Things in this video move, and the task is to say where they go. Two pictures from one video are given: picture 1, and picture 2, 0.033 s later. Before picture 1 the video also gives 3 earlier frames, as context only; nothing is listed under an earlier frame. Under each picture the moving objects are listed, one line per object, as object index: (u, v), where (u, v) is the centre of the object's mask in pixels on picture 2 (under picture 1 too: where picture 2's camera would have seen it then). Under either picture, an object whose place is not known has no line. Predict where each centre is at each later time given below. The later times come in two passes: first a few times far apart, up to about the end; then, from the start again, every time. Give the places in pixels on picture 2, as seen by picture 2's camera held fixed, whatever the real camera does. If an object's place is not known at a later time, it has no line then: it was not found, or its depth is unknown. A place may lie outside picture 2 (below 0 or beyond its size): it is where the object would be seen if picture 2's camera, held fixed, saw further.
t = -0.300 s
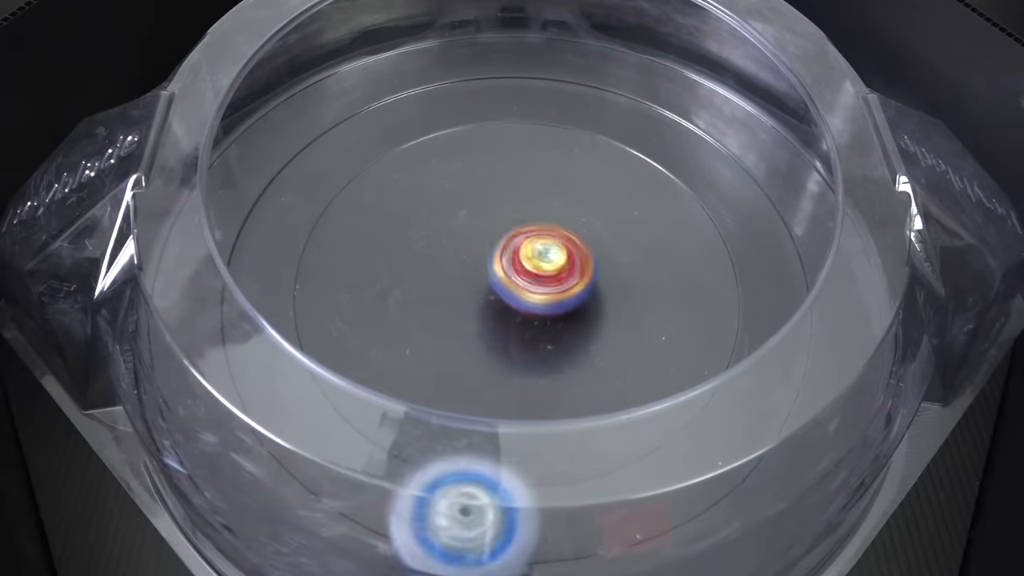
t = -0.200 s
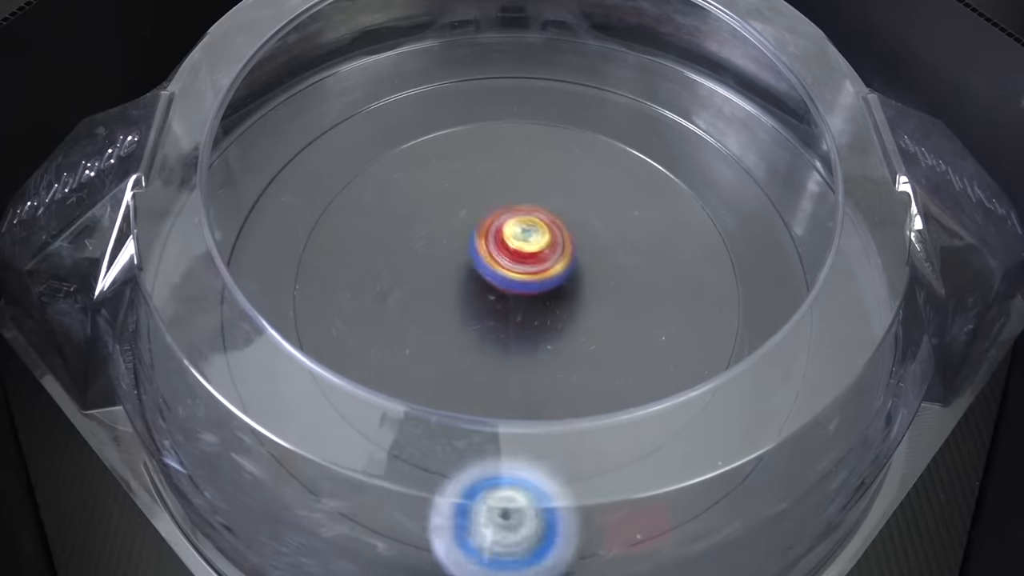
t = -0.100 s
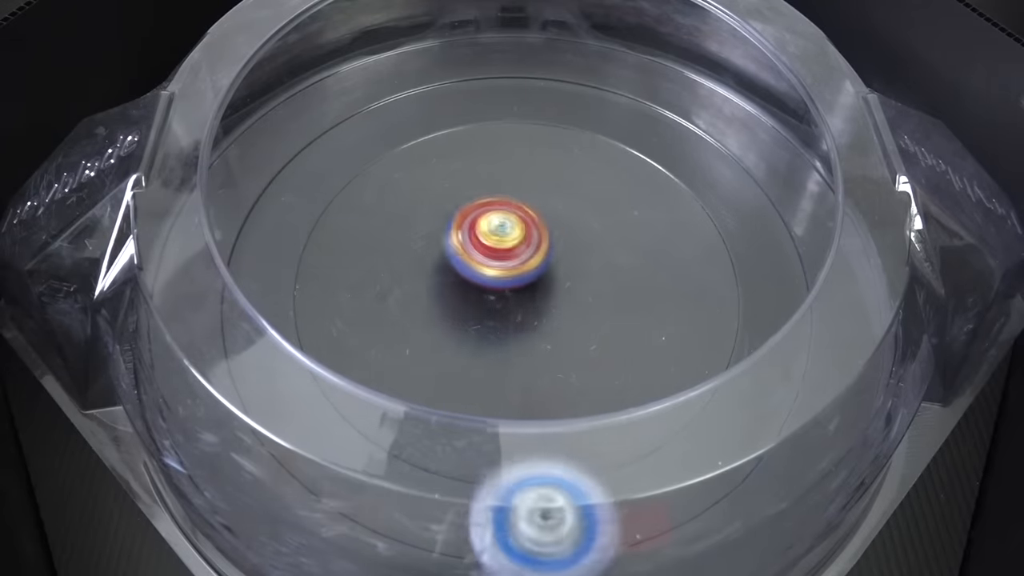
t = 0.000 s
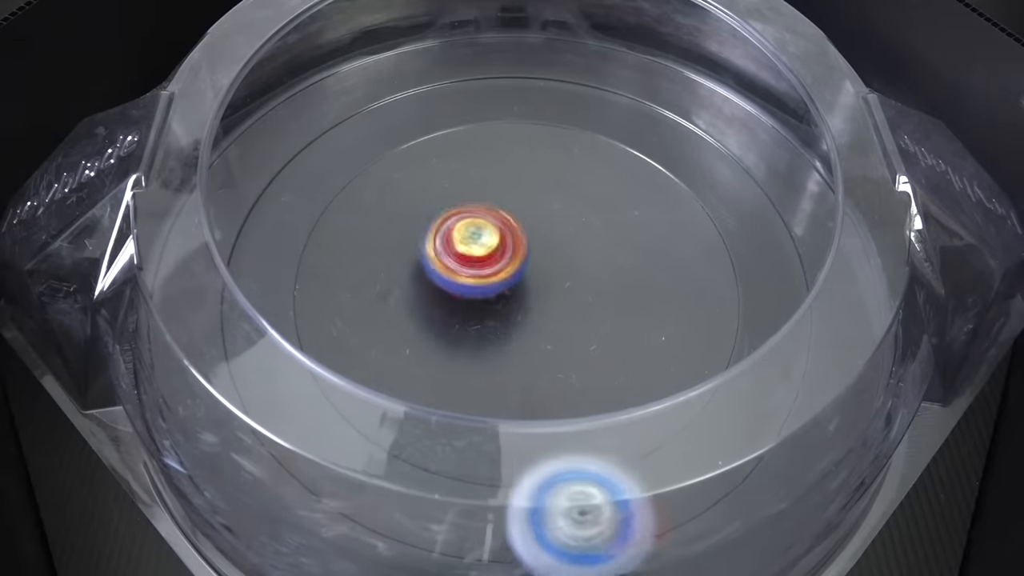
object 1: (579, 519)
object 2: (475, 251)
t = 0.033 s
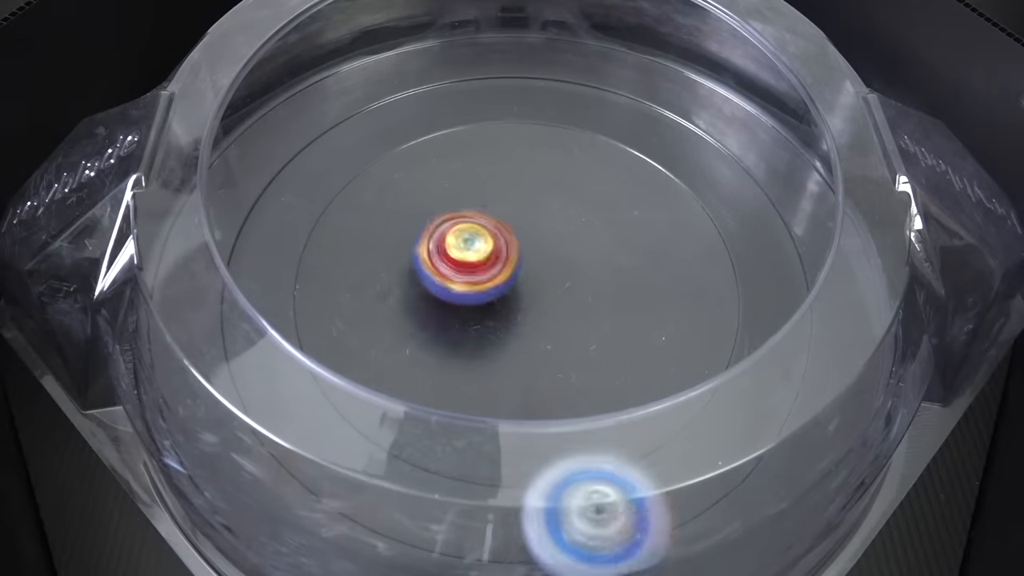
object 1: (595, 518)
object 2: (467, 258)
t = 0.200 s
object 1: (657, 502)
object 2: (490, 302)
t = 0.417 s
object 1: (714, 464)
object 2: (567, 282)
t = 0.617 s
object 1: (758, 425)
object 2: (545, 245)
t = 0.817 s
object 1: (795, 387)
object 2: (486, 276)
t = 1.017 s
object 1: (799, 340)
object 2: (521, 331)
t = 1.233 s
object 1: (803, 293)
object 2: (578, 308)
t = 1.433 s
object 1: (786, 269)
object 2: (538, 260)
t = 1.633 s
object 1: (738, 273)
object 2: (468, 285)
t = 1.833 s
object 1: (604, 347)
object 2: (483, 326)
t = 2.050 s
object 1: (590, 362)
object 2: (332, 307)
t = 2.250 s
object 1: (458, 322)
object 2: (330, 326)
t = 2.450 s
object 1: (501, 224)
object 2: (328, 331)
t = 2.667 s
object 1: (602, 234)
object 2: (450, 309)
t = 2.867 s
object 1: (618, 327)
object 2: (523, 246)
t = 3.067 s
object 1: (522, 373)
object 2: (542, 232)
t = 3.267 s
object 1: (439, 303)
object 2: (564, 265)
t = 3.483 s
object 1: (496, 216)
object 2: (577, 301)
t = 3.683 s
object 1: (597, 216)
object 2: (569, 334)
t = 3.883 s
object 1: (632, 285)
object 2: (545, 362)
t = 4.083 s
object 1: (572, 297)
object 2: (477, 409)
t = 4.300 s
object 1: (507, 241)
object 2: (491, 385)
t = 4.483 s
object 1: (536, 195)
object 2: (489, 349)
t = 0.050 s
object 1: (601, 517)
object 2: (465, 261)
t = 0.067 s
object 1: (605, 515)
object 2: (462, 266)
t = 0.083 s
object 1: (609, 514)
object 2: (463, 270)
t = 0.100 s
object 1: (613, 512)
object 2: (462, 275)
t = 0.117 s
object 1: (620, 511)
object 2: (465, 281)
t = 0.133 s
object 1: (626, 509)
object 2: (466, 286)
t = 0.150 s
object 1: (635, 508)
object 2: (472, 292)
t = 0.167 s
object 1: (642, 506)
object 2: (477, 295)
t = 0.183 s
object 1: (651, 504)
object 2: (483, 300)
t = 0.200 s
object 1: (657, 502)
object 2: (490, 302)
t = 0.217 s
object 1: (662, 499)
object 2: (497, 305)
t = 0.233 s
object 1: (664, 497)
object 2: (505, 306)
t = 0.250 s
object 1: (669, 494)
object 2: (513, 307)
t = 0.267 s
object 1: (673, 491)
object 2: (522, 307)
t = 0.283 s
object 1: (680, 488)
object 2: (528, 305)
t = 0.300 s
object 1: (687, 486)
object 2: (536, 304)
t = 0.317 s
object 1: (694, 481)
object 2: (542, 301)
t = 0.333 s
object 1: (701, 479)
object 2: (547, 300)
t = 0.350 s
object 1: (705, 475)
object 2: (553, 296)
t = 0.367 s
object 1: (709, 474)
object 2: (557, 294)
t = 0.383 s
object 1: (709, 471)
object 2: (562, 288)
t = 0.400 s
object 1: (712, 468)
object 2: (565, 287)
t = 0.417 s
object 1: (714, 464)
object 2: (567, 282)
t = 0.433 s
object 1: (719, 461)
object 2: (568, 278)
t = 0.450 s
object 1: (723, 458)
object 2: (570, 275)
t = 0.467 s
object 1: (730, 454)
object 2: (569, 270)
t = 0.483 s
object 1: (736, 450)
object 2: (570, 267)
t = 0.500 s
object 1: (744, 447)
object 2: (568, 263)
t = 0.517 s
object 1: (747, 444)
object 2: (567, 261)
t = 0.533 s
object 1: (750, 441)
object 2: (564, 256)
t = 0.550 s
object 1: (751, 439)
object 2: (562, 255)
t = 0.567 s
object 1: (752, 437)
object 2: (558, 251)
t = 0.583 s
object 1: (752, 433)
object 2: (554, 250)
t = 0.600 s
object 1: (755, 429)
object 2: (550, 246)
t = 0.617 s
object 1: (758, 425)
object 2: (545, 245)
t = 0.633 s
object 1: (762, 422)
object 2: (541, 243)
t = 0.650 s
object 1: (766, 417)
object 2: (534, 242)
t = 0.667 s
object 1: (772, 414)
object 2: (530, 242)
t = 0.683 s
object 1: (779, 411)
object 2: (522, 242)
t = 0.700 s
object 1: (783, 408)
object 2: (517, 245)
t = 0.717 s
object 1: (785, 405)
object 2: (510, 246)
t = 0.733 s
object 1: (786, 403)
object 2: (505, 250)
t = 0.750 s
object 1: (786, 399)
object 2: (499, 253)
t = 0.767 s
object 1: (787, 399)
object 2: (494, 259)
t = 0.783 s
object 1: (789, 395)
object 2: (491, 264)
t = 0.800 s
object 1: (791, 392)
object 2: (488, 270)
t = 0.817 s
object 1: (795, 387)
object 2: (486, 276)
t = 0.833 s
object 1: (797, 385)
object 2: (484, 283)
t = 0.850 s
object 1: (793, 372)
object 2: (486, 289)
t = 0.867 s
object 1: (796, 367)
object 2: (485, 296)
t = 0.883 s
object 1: (800, 364)
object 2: (488, 302)
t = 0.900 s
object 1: (799, 360)
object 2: (490, 307)
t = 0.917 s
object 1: (800, 358)
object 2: (494, 312)
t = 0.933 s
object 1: (798, 356)
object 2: (497, 316)
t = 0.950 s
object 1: (798, 353)
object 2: (502, 321)
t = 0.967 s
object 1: (797, 350)
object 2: (506, 324)
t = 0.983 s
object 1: (798, 347)
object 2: (511, 327)
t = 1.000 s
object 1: (799, 342)
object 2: (516, 329)
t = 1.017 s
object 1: (799, 340)
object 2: (521, 331)
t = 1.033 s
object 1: (801, 335)
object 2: (527, 331)
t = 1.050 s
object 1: (801, 330)
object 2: (532, 333)
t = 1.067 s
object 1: (804, 326)
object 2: (538, 332)
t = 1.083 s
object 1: (803, 322)
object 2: (542, 332)
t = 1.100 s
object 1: (804, 319)
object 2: (548, 330)
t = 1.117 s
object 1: (804, 314)
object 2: (552, 329)
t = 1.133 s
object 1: (805, 312)
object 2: (559, 327)
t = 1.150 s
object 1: (807, 310)
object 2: (561, 325)
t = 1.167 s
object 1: (802, 302)
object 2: (567, 322)
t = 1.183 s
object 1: (804, 300)
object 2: (568, 319)
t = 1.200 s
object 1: (804, 300)
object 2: (573, 315)
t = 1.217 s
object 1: (804, 297)
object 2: (574, 311)
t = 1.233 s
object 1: (803, 293)
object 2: (578, 308)
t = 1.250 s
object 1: (804, 292)
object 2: (577, 303)
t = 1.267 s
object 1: (801, 288)
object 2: (580, 299)
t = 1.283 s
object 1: (800, 286)
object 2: (578, 293)
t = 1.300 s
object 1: (799, 283)
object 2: (579, 289)
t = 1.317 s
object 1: (797, 281)
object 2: (575, 283)
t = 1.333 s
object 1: (796, 279)
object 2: (574, 279)
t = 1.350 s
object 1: (794, 276)
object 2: (568, 273)
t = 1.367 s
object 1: (794, 275)
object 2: (564, 270)
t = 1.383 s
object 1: (791, 272)
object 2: (558, 265)
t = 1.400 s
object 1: (789, 271)
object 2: (552, 264)
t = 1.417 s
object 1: (787, 269)
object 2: (544, 261)
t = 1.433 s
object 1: (786, 269)
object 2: (538, 260)
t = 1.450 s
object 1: (774, 265)
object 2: (529, 258)
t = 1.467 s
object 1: (772, 264)
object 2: (523, 260)
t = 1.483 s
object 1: (771, 264)
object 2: (515, 259)
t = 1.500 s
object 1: (769, 264)
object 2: (508, 261)
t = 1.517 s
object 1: (766, 265)
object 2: (501, 262)
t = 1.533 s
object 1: (765, 265)
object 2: (495, 265)
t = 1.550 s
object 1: (761, 266)
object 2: (489, 267)
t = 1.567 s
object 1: (759, 267)
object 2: (483, 271)
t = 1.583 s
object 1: (754, 268)
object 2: (479, 273)
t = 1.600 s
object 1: (751, 269)
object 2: (474, 278)
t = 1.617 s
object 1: (745, 269)
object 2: (471, 280)
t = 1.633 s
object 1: (738, 273)
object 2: (468, 285)
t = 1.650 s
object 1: (731, 276)
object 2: (467, 287)
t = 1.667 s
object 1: (721, 282)
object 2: (465, 293)
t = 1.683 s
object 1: (712, 287)
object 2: (466, 295)
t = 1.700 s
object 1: (701, 291)
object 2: (465, 300)
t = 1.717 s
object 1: (692, 299)
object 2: (467, 303)
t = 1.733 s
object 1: (680, 305)
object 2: (467, 307)
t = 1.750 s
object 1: (668, 314)
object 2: (470, 310)
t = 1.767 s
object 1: (658, 320)
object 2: (471, 314)
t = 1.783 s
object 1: (644, 328)
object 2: (475, 316)
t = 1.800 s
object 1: (632, 335)
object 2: (476, 320)
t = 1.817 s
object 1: (618, 341)
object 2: (481, 322)
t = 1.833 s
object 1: (604, 347)
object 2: (483, 326)
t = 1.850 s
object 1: (601, 353)
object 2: (480, 325)
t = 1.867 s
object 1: (608, 352)
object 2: (457, 324)
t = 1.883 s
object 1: (614, 353)
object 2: (440, 321)
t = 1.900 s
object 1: (620, 356)
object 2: (419, 317)
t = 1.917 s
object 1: (624, 357)
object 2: (406, 315)
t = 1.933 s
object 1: (626, 358)
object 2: (390, 312)
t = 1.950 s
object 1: (626, 358)
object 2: (379, 309)
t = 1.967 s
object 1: (625, 358)
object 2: (365, 308)
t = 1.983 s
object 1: (621, 359)
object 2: (357, 307)
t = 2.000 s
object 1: (614, 360)
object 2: (347, 306)
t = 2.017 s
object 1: (609, 360)
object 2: (343, 306)
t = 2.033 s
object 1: (600, 361)
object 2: (335, 307)
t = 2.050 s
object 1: (590, 362)
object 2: (332, 307)
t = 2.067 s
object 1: (581, 361)
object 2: (326, 310)
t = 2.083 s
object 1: (568, 360)
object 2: (326, 310)
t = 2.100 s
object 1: (555, 361)
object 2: (321, 312)
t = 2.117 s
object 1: (544, 360)
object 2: (323, 313)
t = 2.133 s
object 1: (531, 357)
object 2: (319, 315)
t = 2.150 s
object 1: (518, 355)
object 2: (321, 315)
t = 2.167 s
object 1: (506, 353)
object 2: (318, 318)
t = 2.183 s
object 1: (494, 347)
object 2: (320, 318)
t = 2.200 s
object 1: (484, 341)
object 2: (320, 321)
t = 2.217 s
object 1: (474, 336)
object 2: (324, 323)
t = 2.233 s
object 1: (465, 330)
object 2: (326, 326)
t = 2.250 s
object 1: (458, 322)
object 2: (330, 326)
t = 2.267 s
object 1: (451, 314)
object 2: (331, 329)
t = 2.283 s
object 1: (453, 304)
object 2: (330, 329)
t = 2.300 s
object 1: (458, 295)
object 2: (324, 331)
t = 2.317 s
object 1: (463, 286)
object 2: (316, 337)
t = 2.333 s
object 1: (466, 276)
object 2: (312, 340)
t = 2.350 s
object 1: (470, 267)
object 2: (314, 339)
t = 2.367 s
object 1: (474, 257)
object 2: (312, 341)
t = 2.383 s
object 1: (478, 249)
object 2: (315, 337)
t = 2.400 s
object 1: (482, 243)
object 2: (314, 339)
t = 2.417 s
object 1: (488, 235)
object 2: (324, 330)
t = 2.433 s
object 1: (495, 229)
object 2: (326, 331)
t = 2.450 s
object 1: (501, 224)
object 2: (328, 331)
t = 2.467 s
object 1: (508, 220)
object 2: (335, 334)
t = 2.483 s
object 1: (516, 217)
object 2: (339, 334)
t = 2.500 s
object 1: (524, 213)
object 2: (348, 337)
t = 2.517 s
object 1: (532, 211)
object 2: (354, 337)
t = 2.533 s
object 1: (540, 210)
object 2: (364, 337)
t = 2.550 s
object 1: (550, 210)
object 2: (370, 337)
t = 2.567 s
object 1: (560, 210)
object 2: (383, 334)
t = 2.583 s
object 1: (567, 211)
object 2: (392, 332)
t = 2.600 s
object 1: (575, 213)
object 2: (405, 326)
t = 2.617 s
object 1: (584, 218)
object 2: (415, 324)
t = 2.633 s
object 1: (591, 222)
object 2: (429, 318)
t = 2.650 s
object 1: (597, 227)
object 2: (438, 316)
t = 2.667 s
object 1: (602, 234)
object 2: (450, 309)
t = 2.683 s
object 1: (608, 242)
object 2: (460, 307)
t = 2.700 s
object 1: (611, 248)
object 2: (473, 299)
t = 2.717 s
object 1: (612, 256)
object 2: (483, 295)
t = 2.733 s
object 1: (612, 266)
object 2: (492, 287)
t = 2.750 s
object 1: (613, 274)
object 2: (503, 284)
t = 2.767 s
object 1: (613, 279)
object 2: (506, 278)
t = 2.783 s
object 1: (616, 287)
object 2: (512, 274)
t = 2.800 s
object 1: (620, 298)
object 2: (513, 267)
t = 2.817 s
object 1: (622, 305)
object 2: (516, 262)
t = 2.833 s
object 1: (623, 311)
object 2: (519, 256)
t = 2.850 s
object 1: (621, 319)
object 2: (523, 250)
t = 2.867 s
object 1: (618, 327)
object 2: (523, 246)
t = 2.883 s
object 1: (615, 335)
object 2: (526, 239)
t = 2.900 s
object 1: (611, 341)
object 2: (526, 238)
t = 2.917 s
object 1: (607, 346)
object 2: (529, 232)
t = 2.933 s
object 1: (599, 353)
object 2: (529, 233)
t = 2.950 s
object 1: (591, 359)
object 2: (531, 229)
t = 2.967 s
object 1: (584, 364)
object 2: (532, 230)
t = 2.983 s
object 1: (574, 366)
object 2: (534, 228)
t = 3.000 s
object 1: (565, 369)
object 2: (536, 229)
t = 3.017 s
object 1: (553, 371)
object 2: (536, 229)
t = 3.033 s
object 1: (544, 373)
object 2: (538, 230)
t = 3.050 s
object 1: (534, 373)
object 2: (538, 231)
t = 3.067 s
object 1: (522, 373)
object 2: (542, 232)
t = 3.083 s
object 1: (513, 371)
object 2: (541, 235)
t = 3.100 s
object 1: (501, 369)
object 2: (545, 236)
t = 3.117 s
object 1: (492, 366)
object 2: (545, 240)
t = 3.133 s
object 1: (483, 362)
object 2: (548, 241)
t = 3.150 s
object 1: (474, 356)
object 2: (549, 246)
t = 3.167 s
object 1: (467, 350)
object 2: (552, 247)
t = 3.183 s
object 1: (459, 343)
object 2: (554, 251)
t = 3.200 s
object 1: (453, 336)
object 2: (556, 252)
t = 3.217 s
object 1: (448, 328)
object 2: (558, 257)
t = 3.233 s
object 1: (444, 320)
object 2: (560, 259)
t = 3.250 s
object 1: (442, 311)
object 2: (563, 262)
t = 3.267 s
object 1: (439, 303)
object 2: (564, 265)
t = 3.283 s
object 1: (439, 294)
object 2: (567, 267)
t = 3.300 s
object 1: (438, 286)
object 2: (567, 271)
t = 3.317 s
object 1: (439, 278)
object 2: (571, 273)
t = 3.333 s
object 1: (441, 270)
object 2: (571, 278)
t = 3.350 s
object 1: (444, 261)
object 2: (573, 278)
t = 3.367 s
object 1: (448, 254)
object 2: (574, 284)
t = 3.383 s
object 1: (453, 247)
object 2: (575, 284)
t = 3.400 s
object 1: (458, 240)
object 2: (577, 289)
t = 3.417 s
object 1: (465, 234)
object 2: (577, 290)
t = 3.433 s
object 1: (472, 228)
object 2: (579, 294)
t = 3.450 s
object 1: (480, 224)
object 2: (577, 295)
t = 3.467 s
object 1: (487, 219)
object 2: (579, 298)
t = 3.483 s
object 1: (496, 216)
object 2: (577, 301)
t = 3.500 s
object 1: (504, 213)
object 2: (578, 302)
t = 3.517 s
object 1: (513, 210)
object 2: (577, 305)
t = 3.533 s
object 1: (523, 209)
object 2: (577, 305)
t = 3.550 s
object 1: (532, 209)
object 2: (578, 309)
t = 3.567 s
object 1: (541, 209)
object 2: (576, 309)
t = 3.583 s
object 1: (549, 209)
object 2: (577, 312)
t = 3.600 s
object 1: (559, 210)
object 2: (575, 313)
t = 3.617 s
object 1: (567, 213)
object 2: (576, 316)
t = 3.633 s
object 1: (576, 217)
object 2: (573, 318)
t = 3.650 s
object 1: (584, 216)
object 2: (574, 323)
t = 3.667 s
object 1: (591, 215)
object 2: (570, 330)
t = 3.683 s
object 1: (597, 216)
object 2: (569, 334)
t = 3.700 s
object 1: (603, 218)
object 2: (568, 340)
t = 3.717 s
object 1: (609, 221)
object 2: (565, 342)
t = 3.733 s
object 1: (617, 226)
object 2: (565, 346)
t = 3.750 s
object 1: (622, 231)
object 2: (560, 348)
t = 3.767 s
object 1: (628, 235)
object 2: (560, 352)
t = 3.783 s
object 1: (631, 240)
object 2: (556, 354)
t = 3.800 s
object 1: (634, 248)
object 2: (556, 355)
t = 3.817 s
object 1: (637, 257)
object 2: (554, 358)
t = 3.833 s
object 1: (637, 264)
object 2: (550, 357)
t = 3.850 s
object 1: (637, 271)
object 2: (550, 360)
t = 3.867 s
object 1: (635, 279)
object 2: (545, 360)
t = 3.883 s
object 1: (632, 285)
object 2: (545, 362)
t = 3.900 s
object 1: (630, 289)
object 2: (536, 366)
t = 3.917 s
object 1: (629, 288)
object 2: (530, 371)
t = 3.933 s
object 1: (629, 289)
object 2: (521, 377)
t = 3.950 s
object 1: (626, 290)
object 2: (517, 378)
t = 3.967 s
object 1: (623, 291)
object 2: (512, 382)
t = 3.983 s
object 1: (618, 293)
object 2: (503, 384)
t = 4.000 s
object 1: (613, 294)
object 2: (496, 393)
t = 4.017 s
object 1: (606, 296)
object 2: (488, 396)
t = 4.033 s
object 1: (598, 296)
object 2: (486, 400)
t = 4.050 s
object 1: (589, 298)
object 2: (481, 405)
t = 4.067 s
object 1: (580, 298)
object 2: (477, 405)
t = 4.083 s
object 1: (572, 297)
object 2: (477, 409)
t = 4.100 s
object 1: (562, 296)
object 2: (473, 408)
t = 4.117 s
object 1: (554, 293)
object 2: (476, 409)
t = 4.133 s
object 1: (545, 291)
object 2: (473, 409)
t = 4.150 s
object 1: (539, 287)
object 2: (476, 407)
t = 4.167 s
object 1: (531, 283)
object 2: (479, 409)
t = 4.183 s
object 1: (526, 279)
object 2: (478, 405)
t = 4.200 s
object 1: (520, 273)
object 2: (482, 403)
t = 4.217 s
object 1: (516, 268)
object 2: (481, 403)
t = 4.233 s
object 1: (513, 264)
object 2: (485, 397)
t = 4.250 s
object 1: (510, 257)
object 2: (486, 399)
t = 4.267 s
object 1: (508, 252)
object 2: (485, 394)
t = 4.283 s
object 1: (507, 245)
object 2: (490, 392)
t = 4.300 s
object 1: (507, 241)
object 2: (491, 385)
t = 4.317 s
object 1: (506, 235)
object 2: (495, 382)
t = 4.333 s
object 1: (507, 230)
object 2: (495, 382)
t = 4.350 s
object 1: (508, 225)
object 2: (492, 378)
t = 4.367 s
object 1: (510, 219)
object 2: (495, 377)
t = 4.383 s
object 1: (512, 215)
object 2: (493, 376)
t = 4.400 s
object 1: (515, 210)
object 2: (494, 371)
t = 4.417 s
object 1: (518, 207)
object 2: (493, 369)
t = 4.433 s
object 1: (522, 202)
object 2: (491, 363)
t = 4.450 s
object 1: (526, 199)
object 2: (492, 359)
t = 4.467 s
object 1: (530, 196)
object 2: (489, 355)
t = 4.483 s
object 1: (536, 195)
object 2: (489, 349)
